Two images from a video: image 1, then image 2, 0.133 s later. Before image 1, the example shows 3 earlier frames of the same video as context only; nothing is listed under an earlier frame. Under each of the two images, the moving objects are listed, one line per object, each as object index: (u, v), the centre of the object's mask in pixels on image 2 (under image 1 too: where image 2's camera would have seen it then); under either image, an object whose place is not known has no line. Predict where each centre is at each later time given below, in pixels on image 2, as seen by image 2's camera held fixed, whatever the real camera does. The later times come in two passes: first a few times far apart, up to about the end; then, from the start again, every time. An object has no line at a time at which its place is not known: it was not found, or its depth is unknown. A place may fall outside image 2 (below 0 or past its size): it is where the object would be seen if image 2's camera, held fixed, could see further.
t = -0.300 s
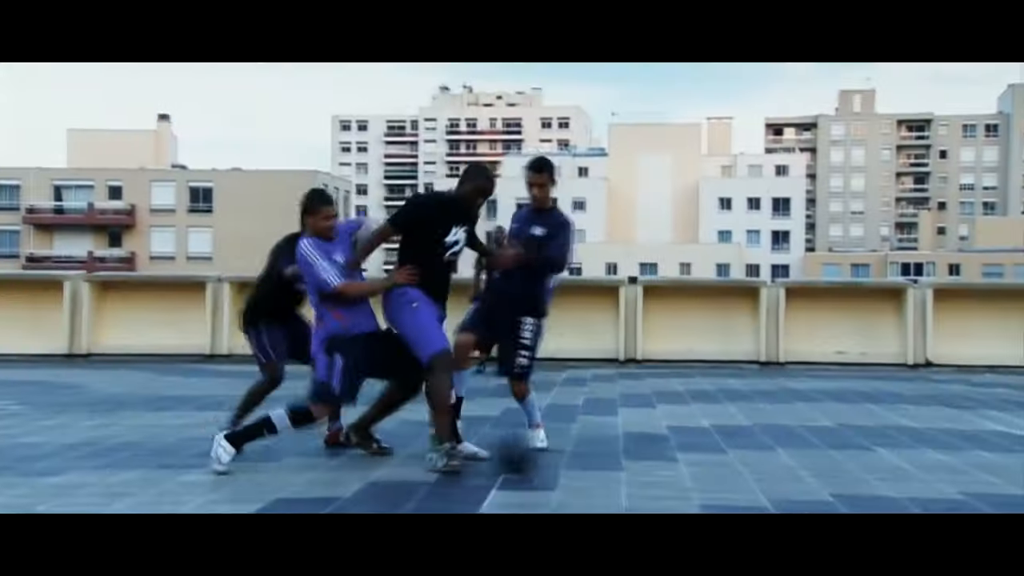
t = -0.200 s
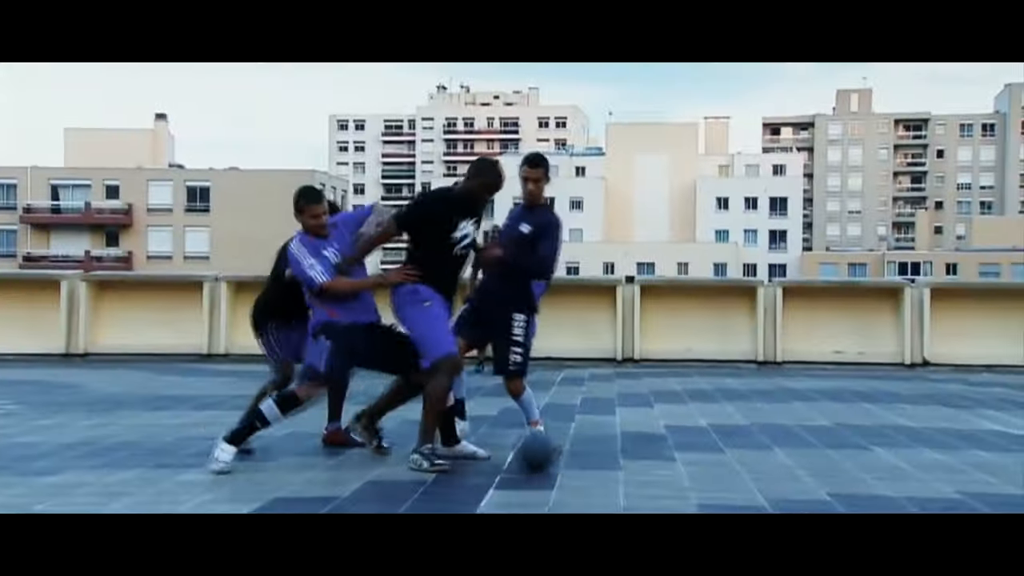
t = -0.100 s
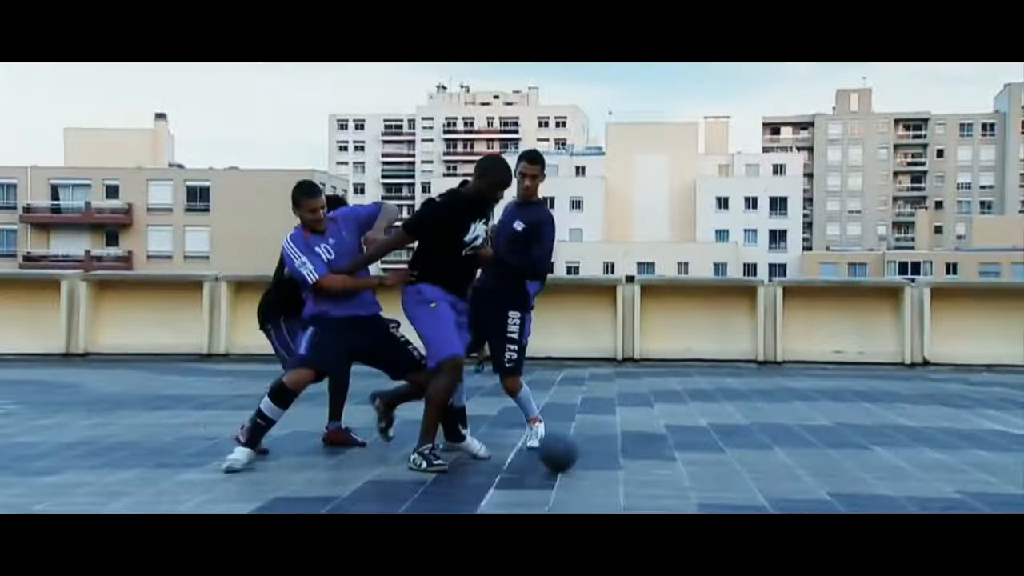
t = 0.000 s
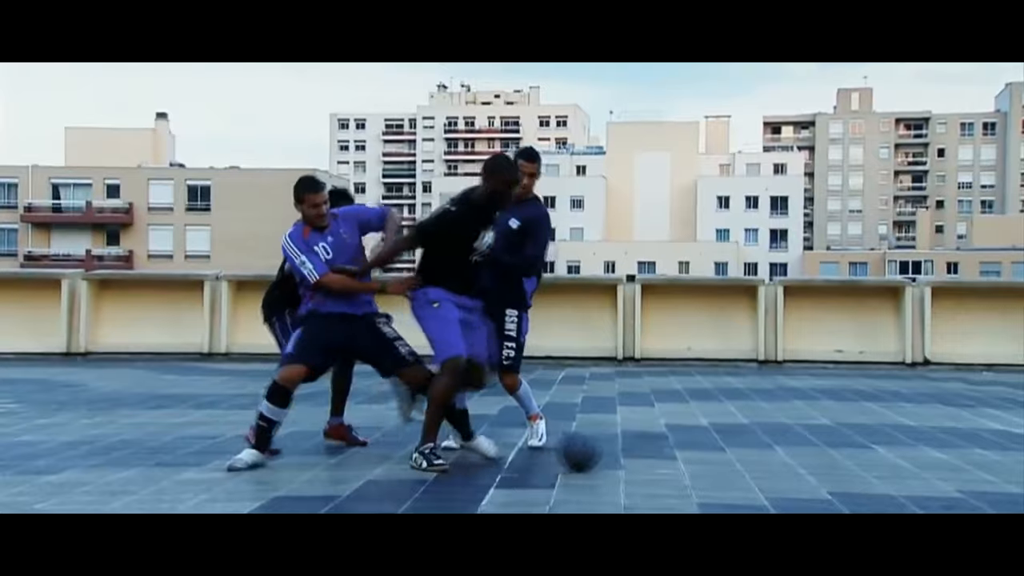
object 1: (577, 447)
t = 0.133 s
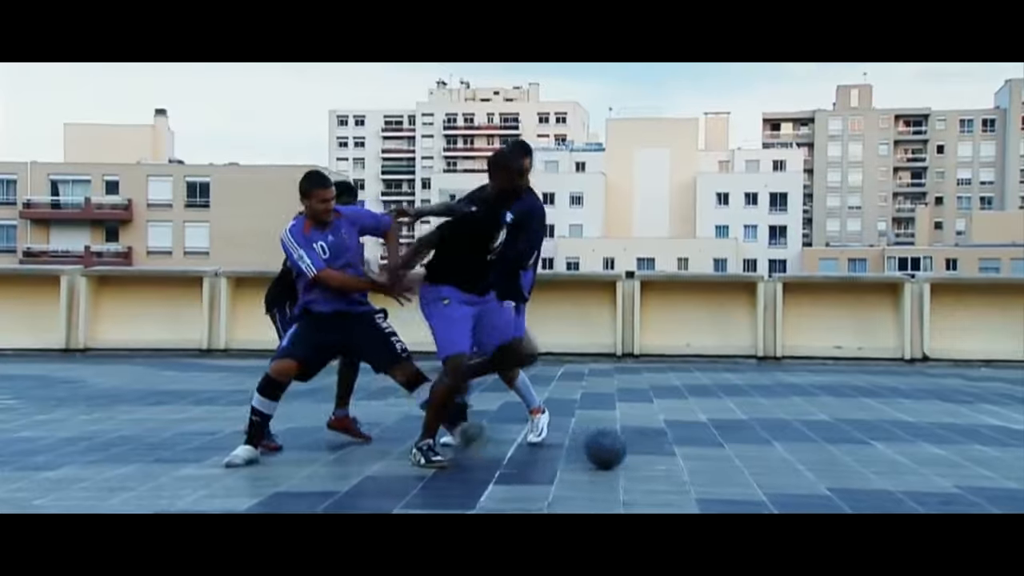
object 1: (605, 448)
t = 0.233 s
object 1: (623, 449)
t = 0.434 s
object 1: (664, 452)
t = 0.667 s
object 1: (713, 454)
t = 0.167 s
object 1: (612, 448)
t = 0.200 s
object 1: (617, 449)
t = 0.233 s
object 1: (623, 449)
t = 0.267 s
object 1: (631, 449)
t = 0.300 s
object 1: (638, 449)
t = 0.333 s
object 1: (646, 450)
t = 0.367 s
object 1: (653, 449)
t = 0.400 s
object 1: (658, 452)
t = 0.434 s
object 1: (664, 452)
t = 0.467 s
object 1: (671, 452)
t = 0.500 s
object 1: (678, 451)
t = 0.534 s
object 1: (686, 453)
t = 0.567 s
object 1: (693, 453)
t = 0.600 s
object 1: (699, 454)
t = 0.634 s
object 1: (706, 454)
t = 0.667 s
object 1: (713, 454)
